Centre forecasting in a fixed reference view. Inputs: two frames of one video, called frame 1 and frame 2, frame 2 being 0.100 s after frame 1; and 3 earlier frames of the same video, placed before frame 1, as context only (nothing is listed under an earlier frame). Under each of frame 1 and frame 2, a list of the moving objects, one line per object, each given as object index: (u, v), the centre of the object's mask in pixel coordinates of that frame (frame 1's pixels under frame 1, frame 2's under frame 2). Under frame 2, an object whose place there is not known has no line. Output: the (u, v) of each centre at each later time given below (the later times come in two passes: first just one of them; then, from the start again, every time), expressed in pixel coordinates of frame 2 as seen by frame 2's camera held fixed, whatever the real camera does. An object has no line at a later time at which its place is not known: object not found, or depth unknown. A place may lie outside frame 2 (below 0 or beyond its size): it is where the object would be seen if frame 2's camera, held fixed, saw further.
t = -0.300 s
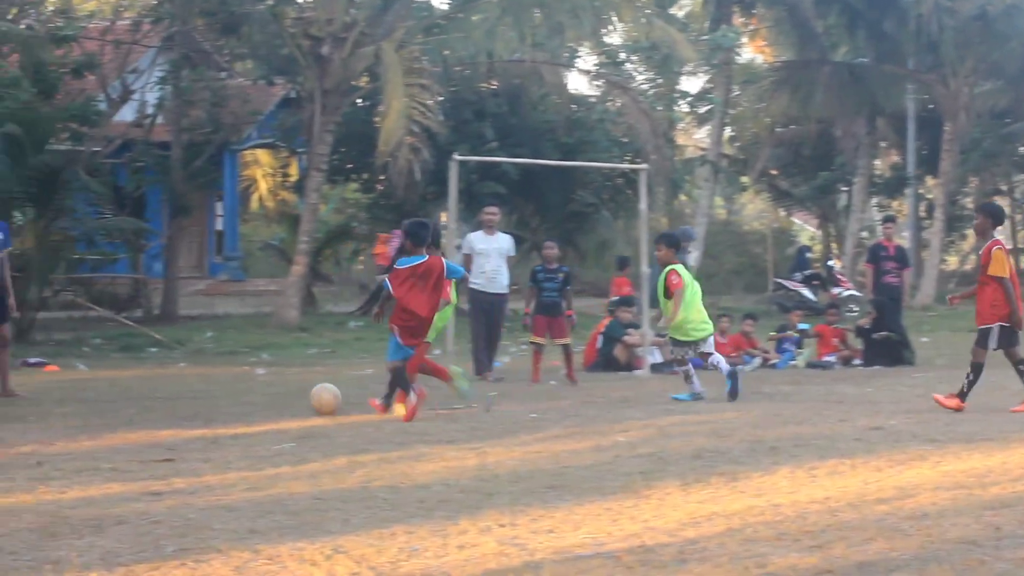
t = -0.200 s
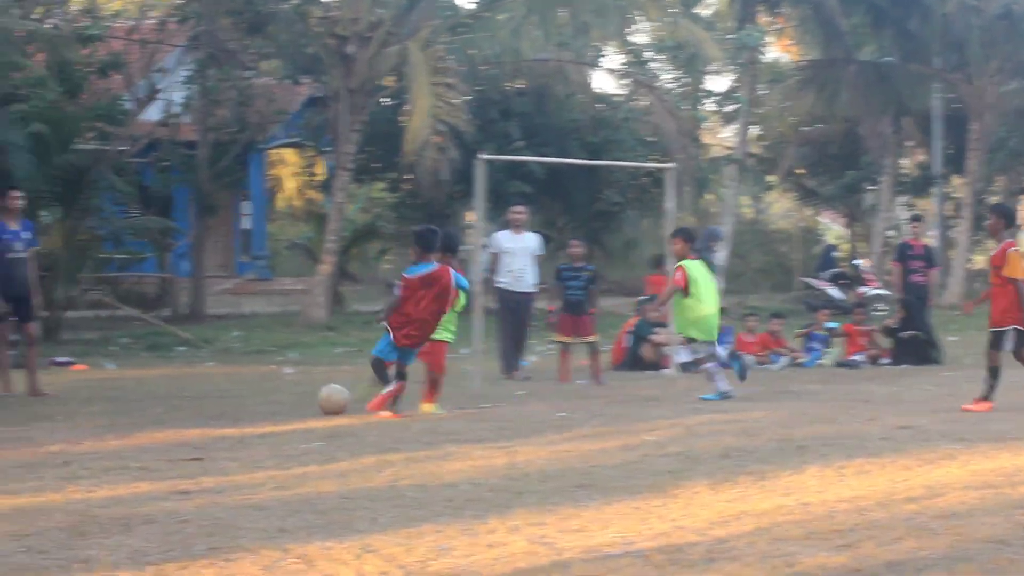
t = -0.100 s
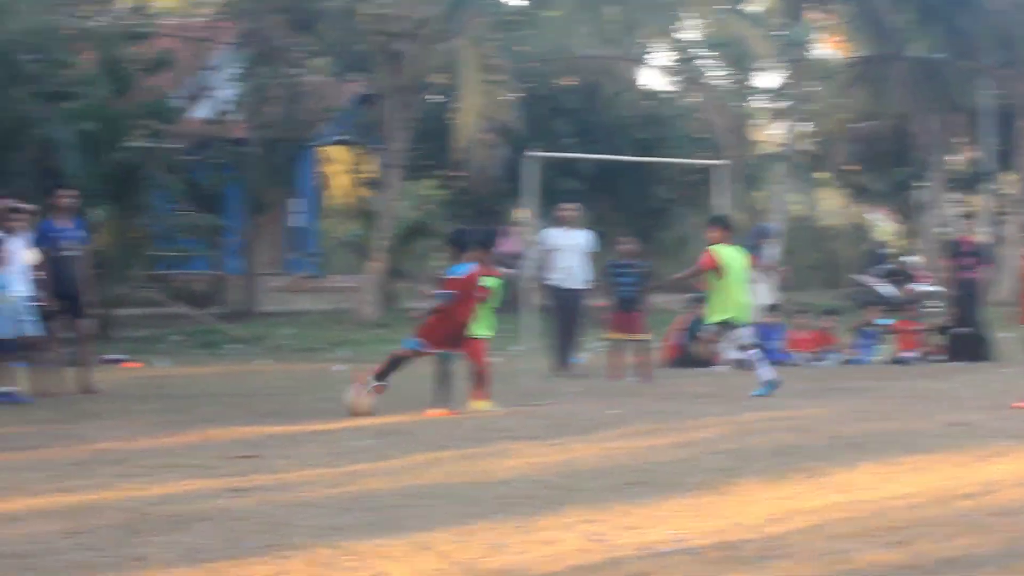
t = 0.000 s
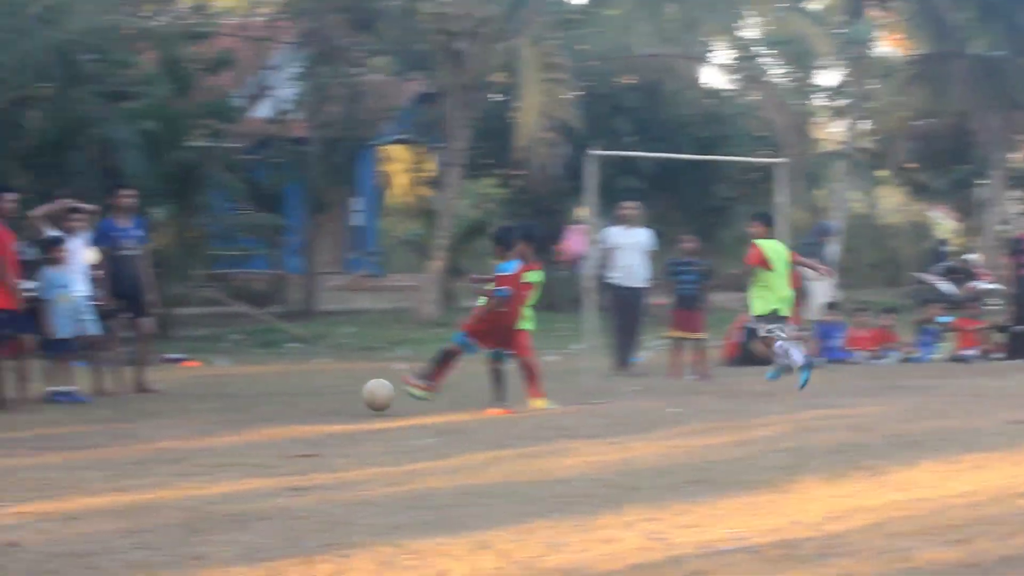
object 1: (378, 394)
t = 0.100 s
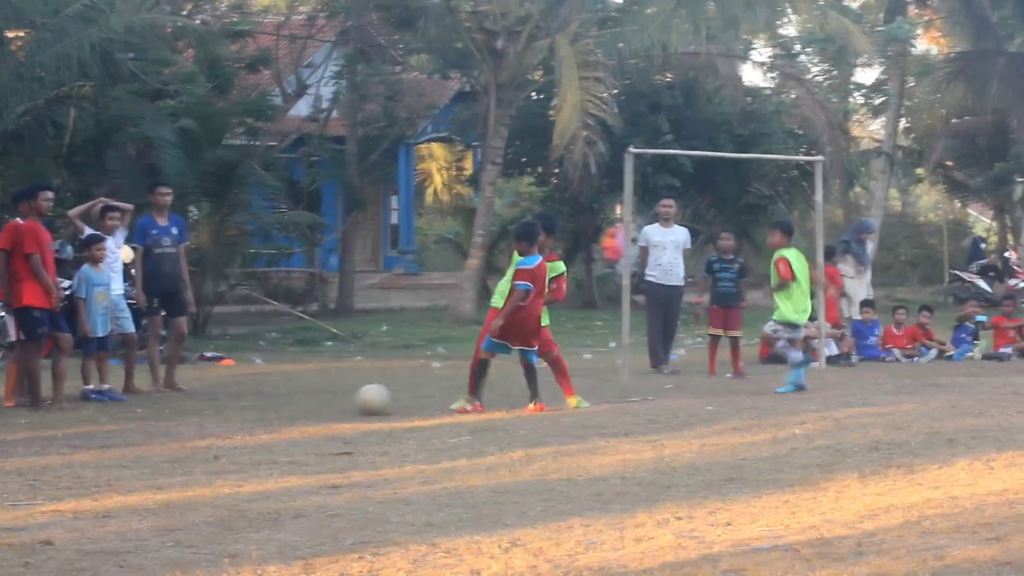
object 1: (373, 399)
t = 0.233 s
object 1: (321, 401)
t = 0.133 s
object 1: (359, 400)
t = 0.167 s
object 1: (347, 399)
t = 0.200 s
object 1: (334, 400)
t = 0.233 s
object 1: (321, 401)
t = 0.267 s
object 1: (310, 400)
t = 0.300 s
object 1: (297, 400)
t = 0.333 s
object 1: (284, 401)
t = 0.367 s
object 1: (273, 402)
